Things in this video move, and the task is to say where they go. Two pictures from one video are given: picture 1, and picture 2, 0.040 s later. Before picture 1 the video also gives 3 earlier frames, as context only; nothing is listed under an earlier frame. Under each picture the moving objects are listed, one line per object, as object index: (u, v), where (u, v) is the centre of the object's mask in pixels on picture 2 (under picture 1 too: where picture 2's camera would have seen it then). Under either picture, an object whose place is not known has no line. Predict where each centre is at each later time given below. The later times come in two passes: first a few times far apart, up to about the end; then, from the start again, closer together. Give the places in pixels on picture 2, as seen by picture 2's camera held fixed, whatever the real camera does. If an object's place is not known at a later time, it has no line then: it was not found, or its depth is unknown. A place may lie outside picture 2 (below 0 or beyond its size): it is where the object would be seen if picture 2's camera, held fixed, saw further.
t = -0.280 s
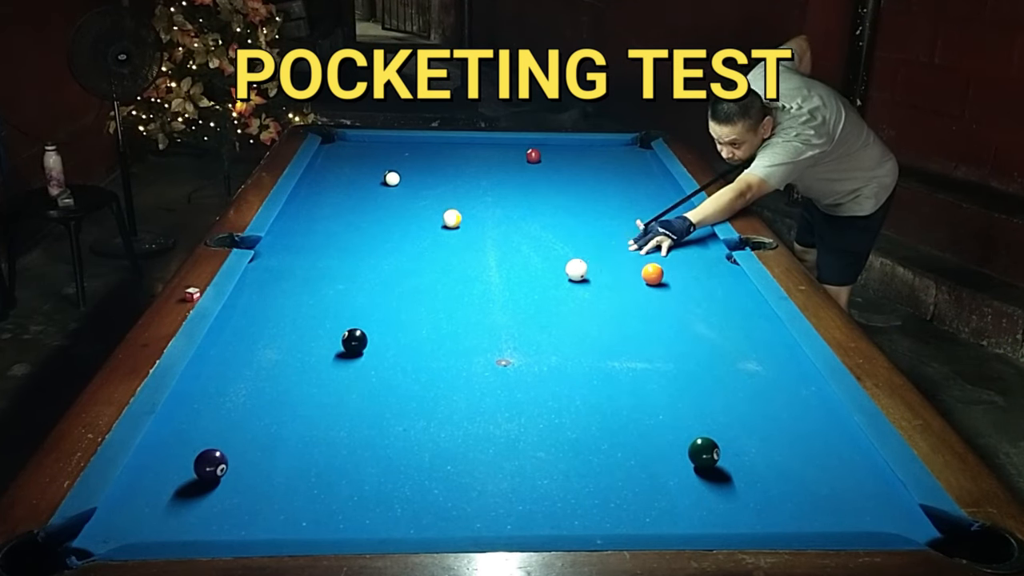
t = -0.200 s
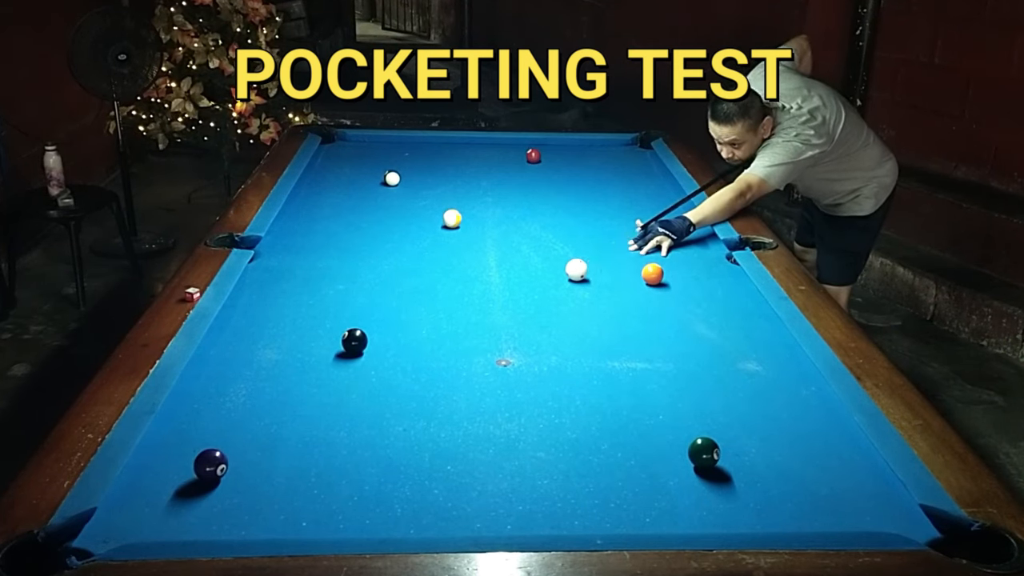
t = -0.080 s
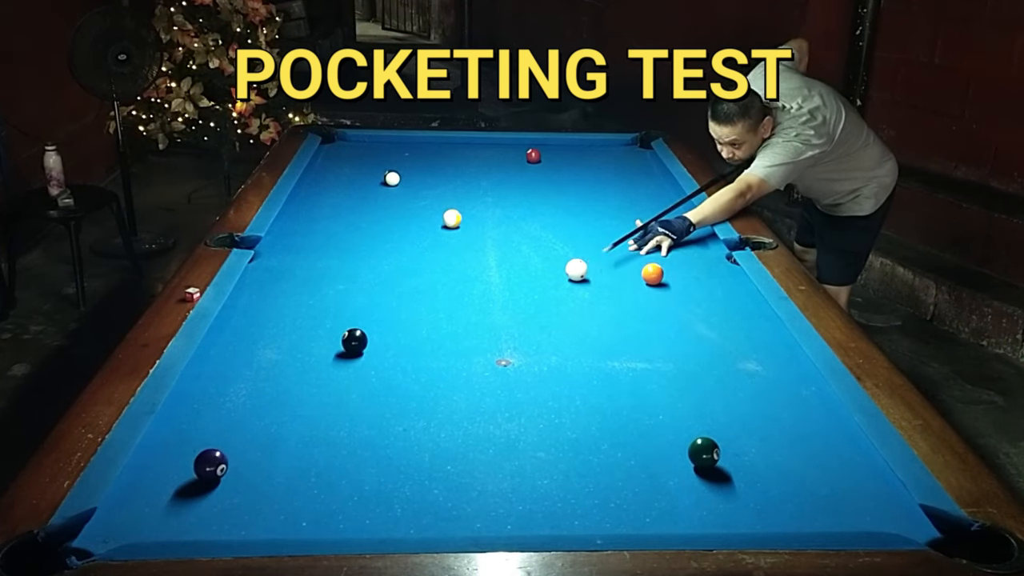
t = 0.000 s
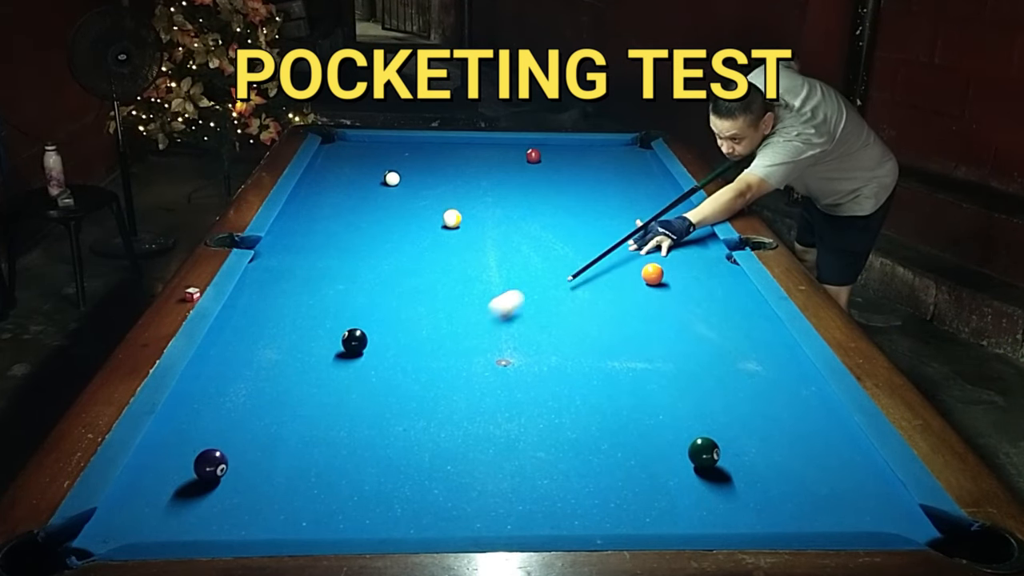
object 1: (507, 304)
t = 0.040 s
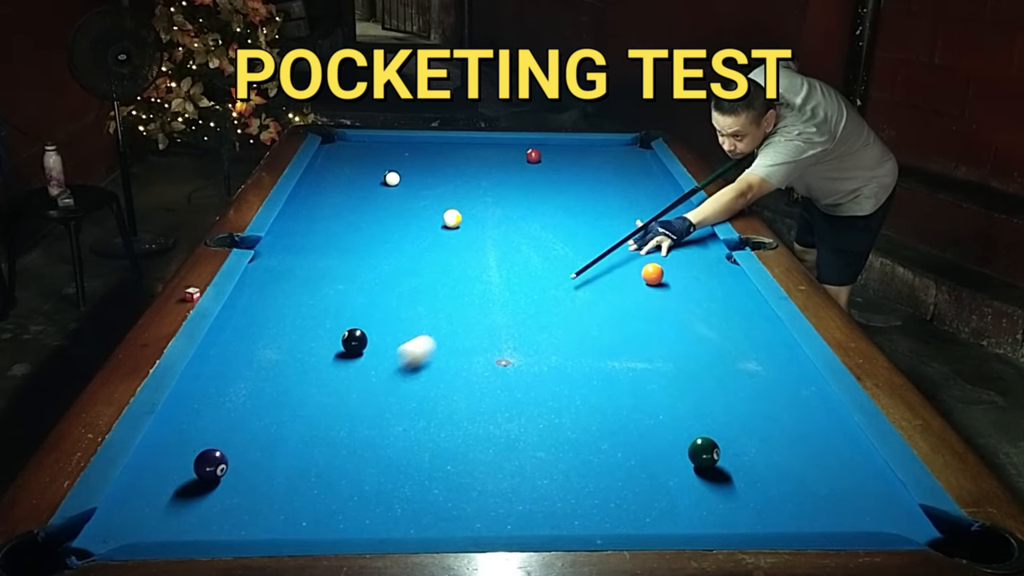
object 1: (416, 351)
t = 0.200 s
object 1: (186, 454)
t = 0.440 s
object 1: (214, 518)
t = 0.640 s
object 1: (330, 472)
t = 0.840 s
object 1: (419, 436)
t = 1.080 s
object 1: (508, 400)
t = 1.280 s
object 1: (563, 377)
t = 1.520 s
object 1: (619, 355)
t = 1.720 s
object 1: (656, 340)
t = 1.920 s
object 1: (684, 330)
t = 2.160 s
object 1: (711, 319)
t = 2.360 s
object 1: (727, 314)
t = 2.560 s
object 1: (738, 309)
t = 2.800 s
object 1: (747, 306)
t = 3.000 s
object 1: (749, 305)
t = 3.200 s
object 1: (749, 305)
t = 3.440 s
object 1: (749, 305)
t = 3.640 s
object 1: (749, 305)
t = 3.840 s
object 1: (748, 305)
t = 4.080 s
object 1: (749, 305)
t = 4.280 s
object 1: (749, 305)
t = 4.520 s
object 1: (749, 305)
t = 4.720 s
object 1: (748, 305)
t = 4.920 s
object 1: (749, 305)
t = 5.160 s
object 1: (749, 305)
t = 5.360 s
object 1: (749, 305)
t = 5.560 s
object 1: (749, 305)
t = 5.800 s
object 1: (749, 305)
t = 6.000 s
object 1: (749, 305)
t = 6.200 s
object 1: (749, 305)
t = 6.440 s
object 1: (749, 305)
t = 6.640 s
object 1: (749, 305)
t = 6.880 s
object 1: (749, 305)
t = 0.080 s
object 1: (349, 388)
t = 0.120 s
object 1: (274, 427)
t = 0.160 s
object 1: (213, 449)
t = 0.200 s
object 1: (186, 454)
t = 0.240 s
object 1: (153, 463)
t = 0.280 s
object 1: (149, 477)
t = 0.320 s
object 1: (160, 499)
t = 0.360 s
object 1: (168, 517)
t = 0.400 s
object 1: (178, 527)
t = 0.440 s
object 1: (214, 518)
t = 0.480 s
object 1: (238, 508)
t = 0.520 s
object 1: (260, 499)
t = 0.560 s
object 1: (281, 491)
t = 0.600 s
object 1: (311, 479)
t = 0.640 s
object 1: (330, 472)
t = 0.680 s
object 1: (348, 465)
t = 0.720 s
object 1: (373, 454)
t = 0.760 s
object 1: (389, 448)
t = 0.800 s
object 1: (405, 442)
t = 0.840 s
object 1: (419, 436)
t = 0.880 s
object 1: (441, 427)
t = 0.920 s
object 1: (454, 421)
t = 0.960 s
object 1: (467, 416)
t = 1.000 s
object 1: (479, 411)
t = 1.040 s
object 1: (497, 404)
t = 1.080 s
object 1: (508, 400)
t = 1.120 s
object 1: (519, 395)
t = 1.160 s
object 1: (535, 389)
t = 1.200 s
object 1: (545, 385)
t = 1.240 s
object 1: (554, 381)
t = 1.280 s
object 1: (563, 377)
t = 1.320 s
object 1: (577, 373)
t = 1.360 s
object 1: (585, 369)
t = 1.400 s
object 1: (593, 366)
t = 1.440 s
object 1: (605, 361)
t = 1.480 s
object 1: (612, 358)
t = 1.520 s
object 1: (619, 355)
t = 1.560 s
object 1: (626, 353)
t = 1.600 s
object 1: (635, 349)
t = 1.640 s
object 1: (642, 346)
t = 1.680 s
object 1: (648, 344)
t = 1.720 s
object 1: (656, 340)
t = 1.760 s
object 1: (662, 338)
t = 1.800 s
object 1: (667, 336)
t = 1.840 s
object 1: (672, 334)
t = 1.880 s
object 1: (679, 331)
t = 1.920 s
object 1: (684, 330)
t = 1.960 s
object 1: (688, 328)
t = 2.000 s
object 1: (693, 326)
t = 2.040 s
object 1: (699, 324)
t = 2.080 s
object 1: (702, 323)
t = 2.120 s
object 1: (706, 321)
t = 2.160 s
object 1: (711, 319)
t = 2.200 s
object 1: (714, 318)
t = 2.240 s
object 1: (717, 317)
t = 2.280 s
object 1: (720, 316)
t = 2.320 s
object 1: (724, 315)
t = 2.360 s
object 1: (727, 314)
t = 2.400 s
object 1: (729, 313)
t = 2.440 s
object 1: (733, 312)
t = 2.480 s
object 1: (735, 311)
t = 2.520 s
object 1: (736, 310)
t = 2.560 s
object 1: (738, 309)
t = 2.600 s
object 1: (740, 308)
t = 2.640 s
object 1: (742, 308)
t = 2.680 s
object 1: (743, 308)
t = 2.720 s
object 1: (745, 307)
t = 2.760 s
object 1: (746, 307)
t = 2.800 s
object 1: (747, 306)
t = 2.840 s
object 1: (748, 306)
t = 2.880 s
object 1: (748, 306)
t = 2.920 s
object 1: (749, 305)
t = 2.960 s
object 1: (749, 305)
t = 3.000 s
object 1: (749, 305)
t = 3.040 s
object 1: (749, 305)
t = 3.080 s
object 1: (749, 305)
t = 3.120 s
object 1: (749, 305)
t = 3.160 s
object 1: (749, 305)
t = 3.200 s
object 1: (749, 305)
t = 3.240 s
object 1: (749, 305)
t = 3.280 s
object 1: (749, 305)
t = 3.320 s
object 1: (749, 305)
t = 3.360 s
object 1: (749, 305)
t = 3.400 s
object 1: (749, 305)
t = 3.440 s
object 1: (749, 305)
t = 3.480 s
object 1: (749, 305)
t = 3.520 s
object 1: (748, 305)
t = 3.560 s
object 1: (749, 305)
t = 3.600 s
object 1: (749, 305)
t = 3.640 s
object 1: (749, 305)
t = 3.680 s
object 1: (749, 305)
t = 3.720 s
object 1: (748, 305)
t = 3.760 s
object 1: (749, 305)
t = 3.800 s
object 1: (749, 305)
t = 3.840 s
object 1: (748, 305)
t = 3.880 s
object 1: (748, 305)
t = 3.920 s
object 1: (749, 306)
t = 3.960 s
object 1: (749, 305)
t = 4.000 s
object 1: (749, 305)
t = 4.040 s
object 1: (749, 305)
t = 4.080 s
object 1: (749, 305)
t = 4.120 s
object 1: (749, 306)
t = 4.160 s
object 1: (749, 305)
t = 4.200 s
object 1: (749, 305)
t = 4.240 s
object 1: (749, 305)
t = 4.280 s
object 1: (749, 305)
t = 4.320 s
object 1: (749, 305)
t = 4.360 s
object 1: (749, 306)
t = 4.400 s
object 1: (749, 305)
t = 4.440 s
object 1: (749, 306)
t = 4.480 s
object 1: (749, 305)
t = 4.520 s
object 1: (749, 305)
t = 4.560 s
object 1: (749, 305)
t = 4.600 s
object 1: (749, 305)
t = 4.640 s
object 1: (749, 305)
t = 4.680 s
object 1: (748, 305)
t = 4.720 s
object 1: (748, 305)
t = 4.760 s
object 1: (749, 305)
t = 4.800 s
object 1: (748, 306)
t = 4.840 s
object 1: (748, 306)
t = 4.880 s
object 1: (749, 306)
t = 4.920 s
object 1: (749, 305)
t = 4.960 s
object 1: (749, 305)
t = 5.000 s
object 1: (749, 305)
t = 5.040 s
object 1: (749, 306)
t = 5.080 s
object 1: (749, 305)
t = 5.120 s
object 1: (749, 305)
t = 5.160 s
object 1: (749, 305)
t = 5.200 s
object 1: (749, 305)
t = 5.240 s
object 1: (749, 305)
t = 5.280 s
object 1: (749, 305)
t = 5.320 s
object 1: (749, 305)
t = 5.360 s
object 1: (749, 305)
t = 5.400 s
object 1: (749, 305)
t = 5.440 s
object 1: (749, 305)
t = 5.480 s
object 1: (749, 305)
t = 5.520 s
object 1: (749, 305)
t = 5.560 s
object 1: (749, 305)
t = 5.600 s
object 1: (749, 305)
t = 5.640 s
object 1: (749, 305)
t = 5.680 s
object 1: (749, 305)
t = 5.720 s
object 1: (749, 305)
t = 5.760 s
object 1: (749, 305)
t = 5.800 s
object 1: (749, 305)
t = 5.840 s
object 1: (749, 305)
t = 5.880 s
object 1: (749, 305)
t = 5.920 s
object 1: (749, 305)
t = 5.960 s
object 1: (749, 305)
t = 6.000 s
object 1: (749, 305)
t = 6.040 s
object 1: (749, 305)
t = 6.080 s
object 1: (749, 305)
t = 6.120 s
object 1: (749, 305)
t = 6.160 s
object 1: (749, 305)
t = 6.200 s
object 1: (749, 305)
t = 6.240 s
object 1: (749, 305)
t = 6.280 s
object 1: (749, 305)
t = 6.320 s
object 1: (749, 305)
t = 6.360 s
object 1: (749, 305)
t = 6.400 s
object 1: (749, 305)
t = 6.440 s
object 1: (749, 305)
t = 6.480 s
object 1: (749, 305)
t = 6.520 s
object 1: (749, 305)
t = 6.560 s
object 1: (749, 305)
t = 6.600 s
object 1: (749, 305)
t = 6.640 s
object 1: (749, 305)
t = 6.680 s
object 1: (749, 305)
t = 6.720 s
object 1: (749, 305)
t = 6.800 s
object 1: (749, 305)
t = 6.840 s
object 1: (749, 305)
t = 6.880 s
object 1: (749, 305)
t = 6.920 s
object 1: (749, 305)
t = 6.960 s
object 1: (749, 305)
